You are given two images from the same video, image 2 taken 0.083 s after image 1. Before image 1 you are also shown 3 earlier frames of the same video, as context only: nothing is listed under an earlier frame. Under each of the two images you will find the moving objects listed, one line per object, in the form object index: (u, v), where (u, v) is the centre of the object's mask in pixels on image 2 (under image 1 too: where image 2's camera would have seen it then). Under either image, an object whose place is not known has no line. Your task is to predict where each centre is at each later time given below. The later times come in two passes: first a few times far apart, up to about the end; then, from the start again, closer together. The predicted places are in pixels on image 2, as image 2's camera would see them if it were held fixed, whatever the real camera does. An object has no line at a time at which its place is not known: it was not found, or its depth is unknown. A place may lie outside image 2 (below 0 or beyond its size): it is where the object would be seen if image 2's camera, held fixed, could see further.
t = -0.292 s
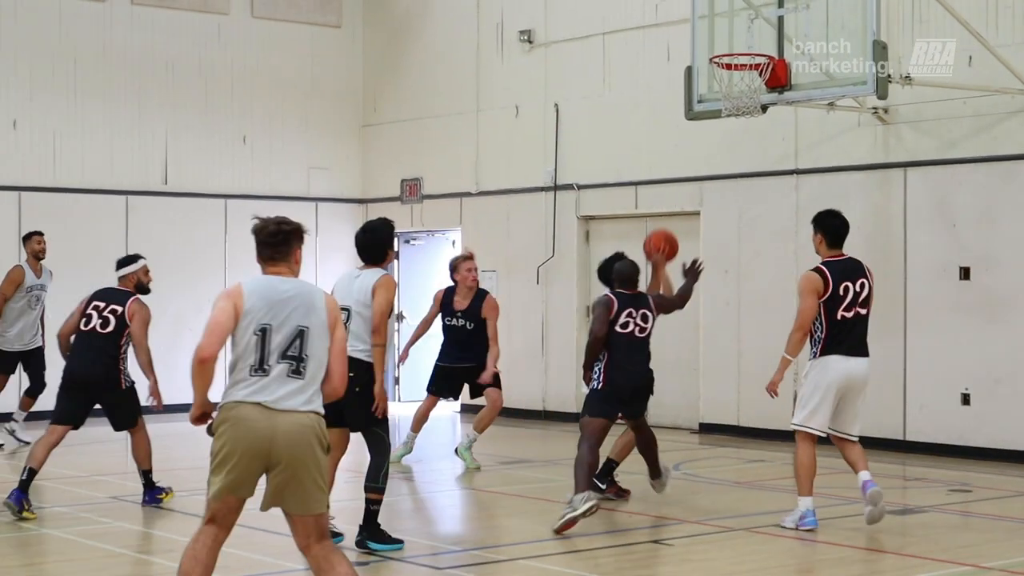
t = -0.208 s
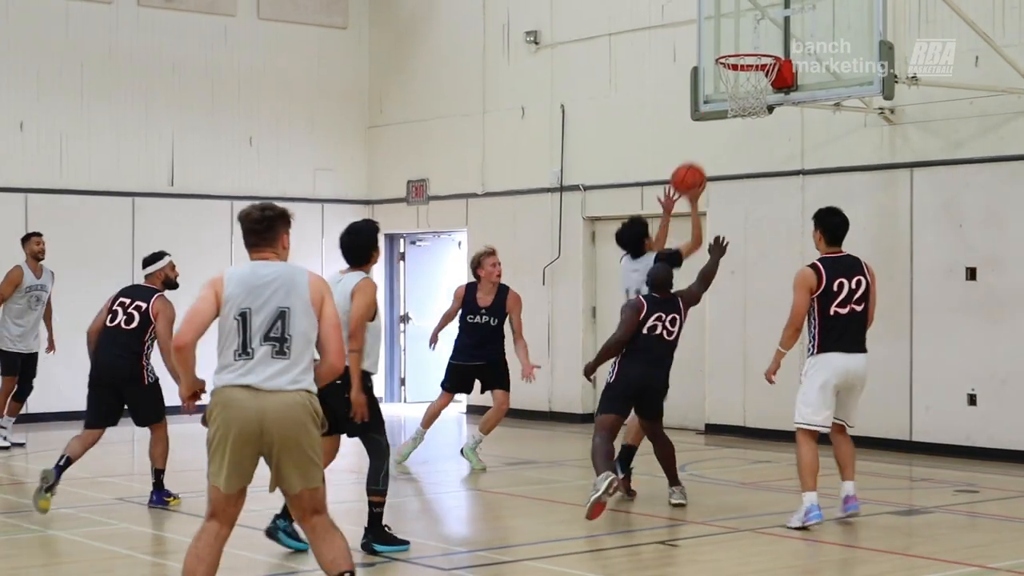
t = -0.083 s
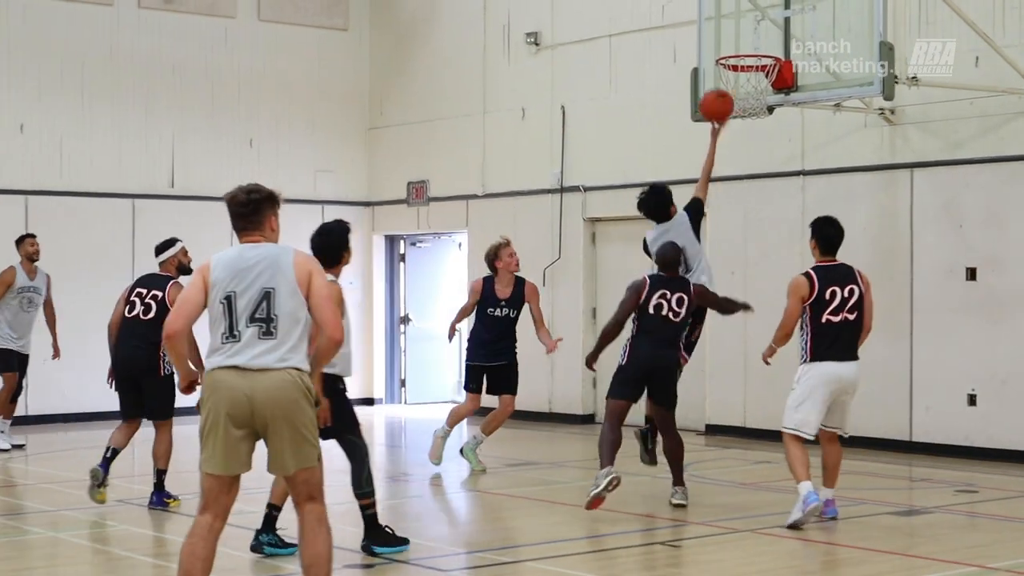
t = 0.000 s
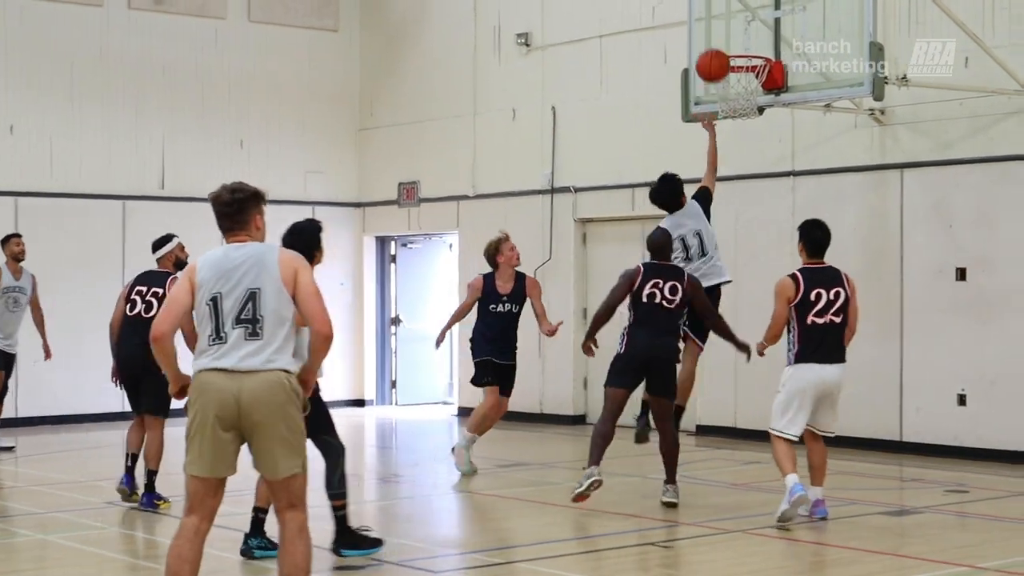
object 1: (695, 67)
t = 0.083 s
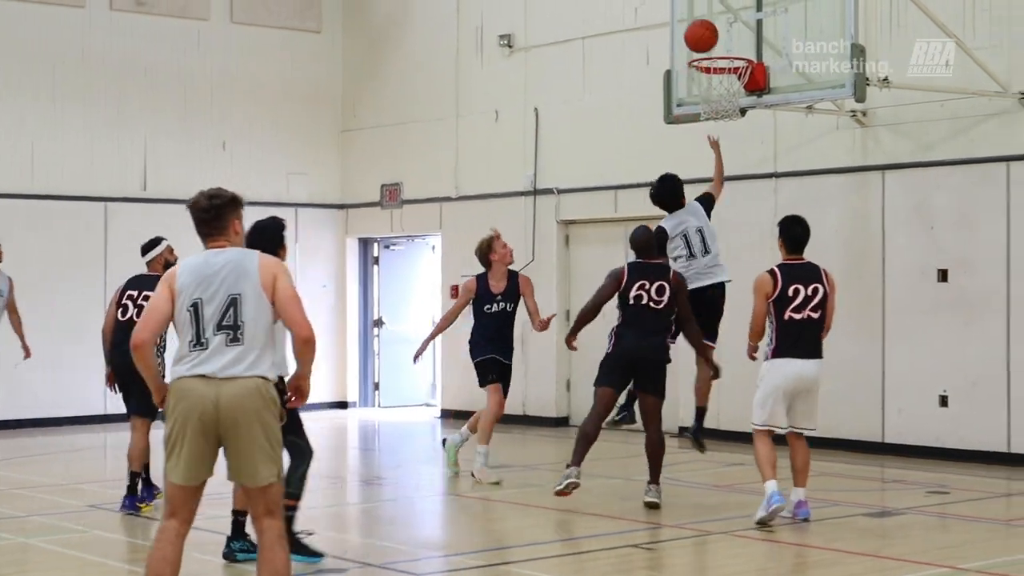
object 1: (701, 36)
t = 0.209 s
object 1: (710, 7)
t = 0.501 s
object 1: (731, 21)
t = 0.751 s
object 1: (703, 50)
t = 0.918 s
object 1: (709, 42)
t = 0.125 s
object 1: (704, 24)
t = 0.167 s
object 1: (707, 14)
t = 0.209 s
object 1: (710, 7)
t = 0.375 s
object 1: (723, 0)
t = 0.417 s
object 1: (726, 5)
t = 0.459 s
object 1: (729, 12)
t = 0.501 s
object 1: (731, 21)
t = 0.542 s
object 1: (734, 32)
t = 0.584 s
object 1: (737, 44)
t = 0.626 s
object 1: (737, 53)
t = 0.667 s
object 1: (727, 51)
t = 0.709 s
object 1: (718, 50)
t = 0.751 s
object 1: (703, 50)
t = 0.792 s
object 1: (701, 49)
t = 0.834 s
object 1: (704, 44)
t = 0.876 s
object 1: (707, 42)
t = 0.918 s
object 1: (709, 42)
